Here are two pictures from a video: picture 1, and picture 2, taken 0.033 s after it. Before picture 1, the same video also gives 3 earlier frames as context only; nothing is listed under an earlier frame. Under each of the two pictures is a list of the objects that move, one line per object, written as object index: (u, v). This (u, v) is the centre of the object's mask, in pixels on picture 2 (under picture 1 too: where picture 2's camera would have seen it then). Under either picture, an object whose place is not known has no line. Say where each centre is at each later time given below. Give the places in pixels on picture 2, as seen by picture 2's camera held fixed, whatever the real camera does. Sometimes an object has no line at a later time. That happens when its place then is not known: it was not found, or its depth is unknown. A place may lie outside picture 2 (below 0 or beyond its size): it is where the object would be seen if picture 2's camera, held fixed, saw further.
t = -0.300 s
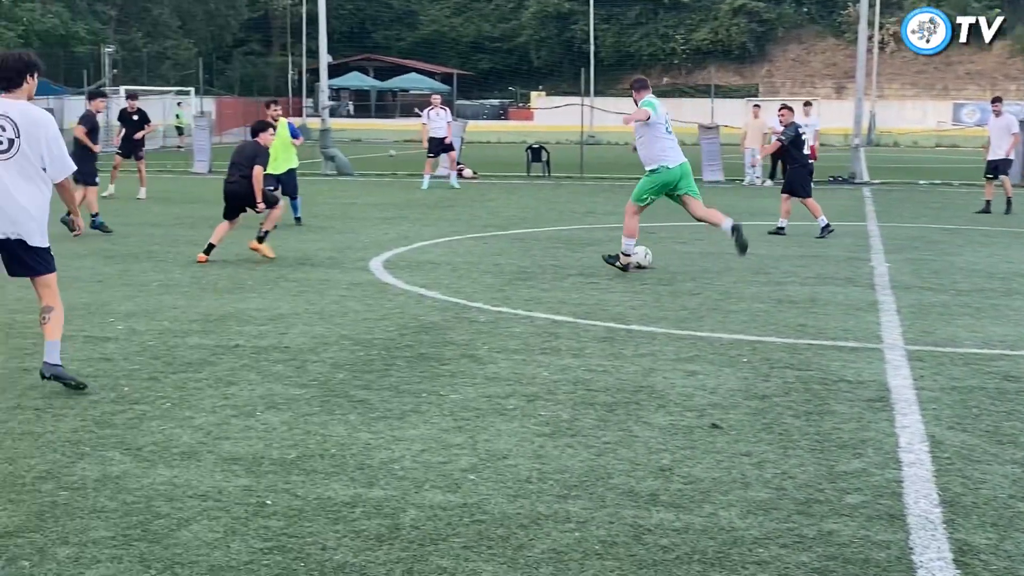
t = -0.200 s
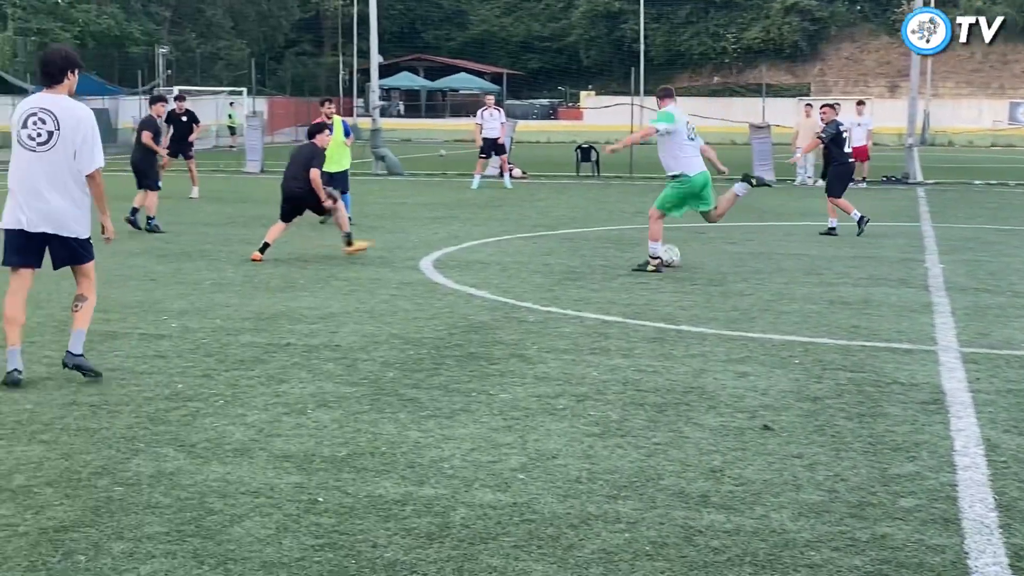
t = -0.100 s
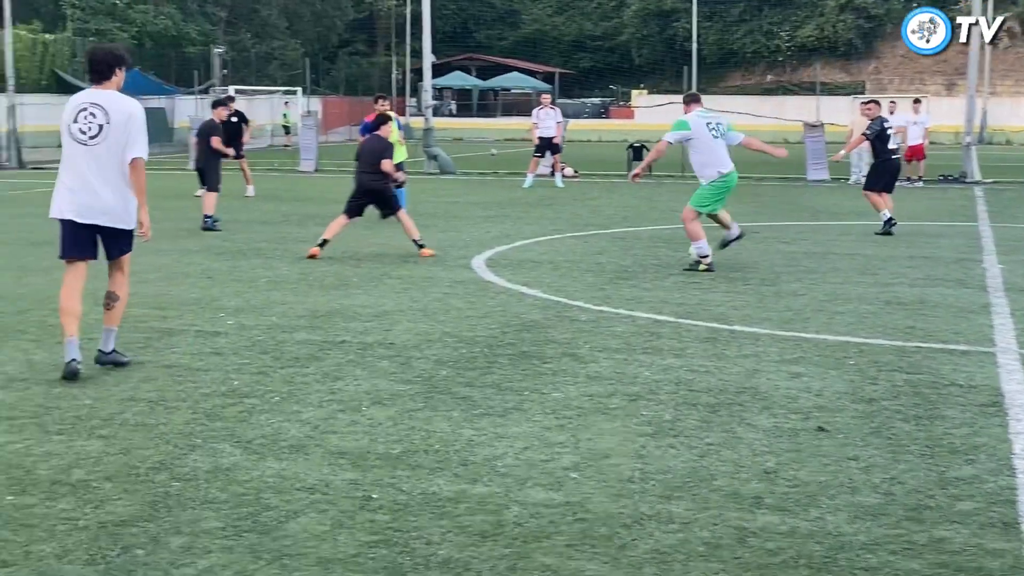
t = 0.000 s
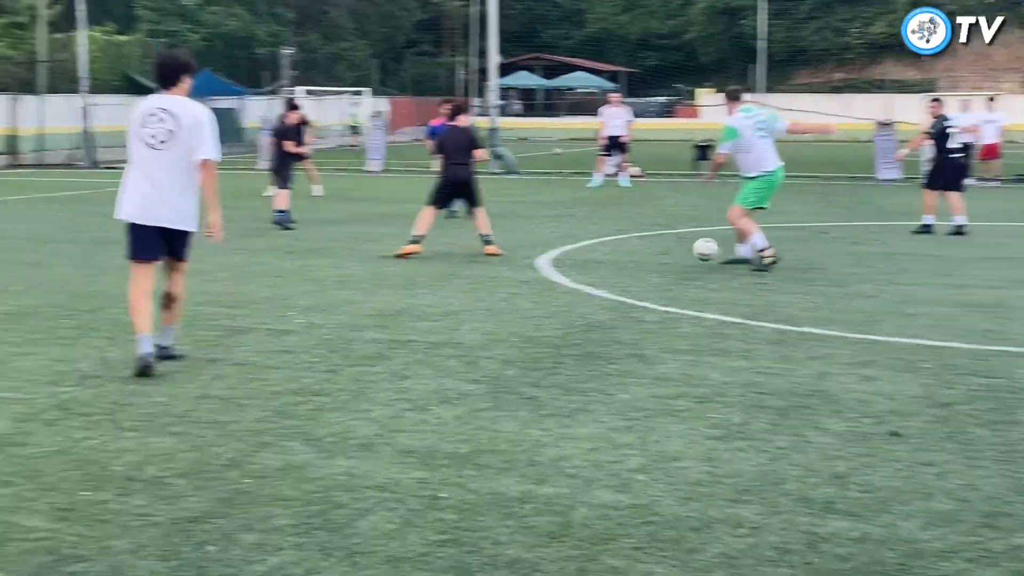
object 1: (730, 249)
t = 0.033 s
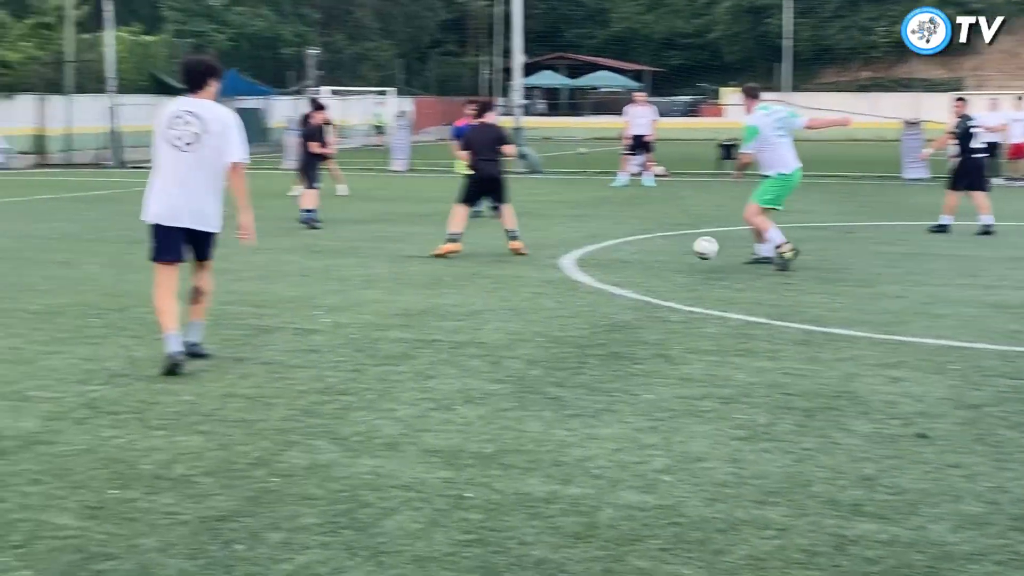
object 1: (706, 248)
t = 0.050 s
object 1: (693, 248)
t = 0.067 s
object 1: (681, 248)
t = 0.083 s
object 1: (668, 248)
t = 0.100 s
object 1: (656, 249)
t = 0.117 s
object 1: (643, 251)
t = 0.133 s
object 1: (629, 253)
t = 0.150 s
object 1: (616, 254)
